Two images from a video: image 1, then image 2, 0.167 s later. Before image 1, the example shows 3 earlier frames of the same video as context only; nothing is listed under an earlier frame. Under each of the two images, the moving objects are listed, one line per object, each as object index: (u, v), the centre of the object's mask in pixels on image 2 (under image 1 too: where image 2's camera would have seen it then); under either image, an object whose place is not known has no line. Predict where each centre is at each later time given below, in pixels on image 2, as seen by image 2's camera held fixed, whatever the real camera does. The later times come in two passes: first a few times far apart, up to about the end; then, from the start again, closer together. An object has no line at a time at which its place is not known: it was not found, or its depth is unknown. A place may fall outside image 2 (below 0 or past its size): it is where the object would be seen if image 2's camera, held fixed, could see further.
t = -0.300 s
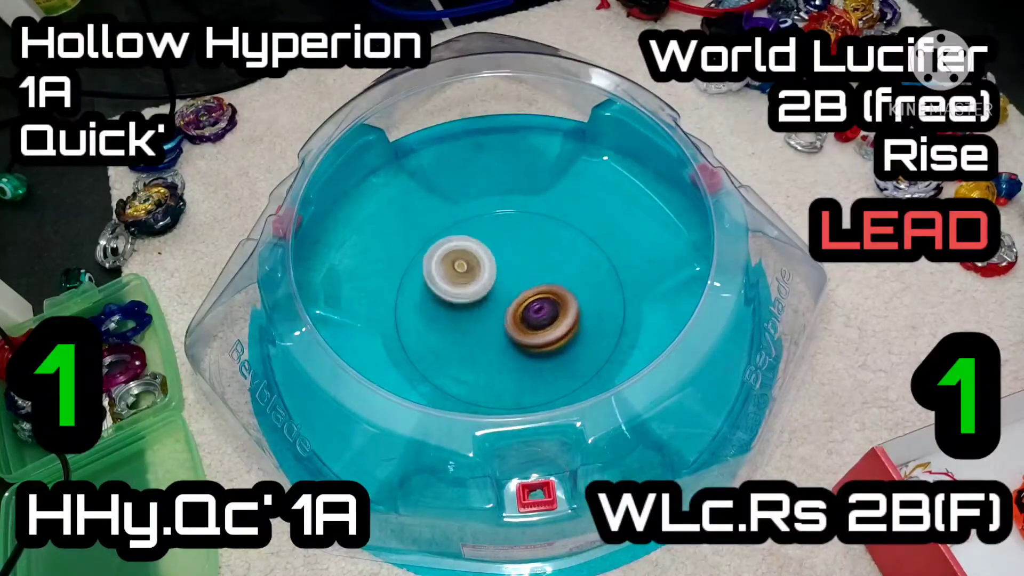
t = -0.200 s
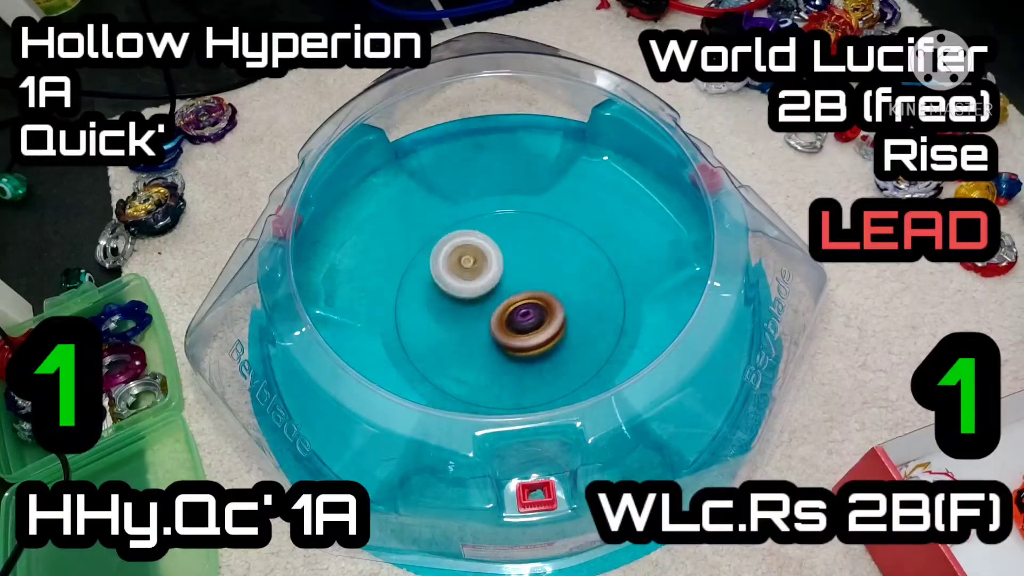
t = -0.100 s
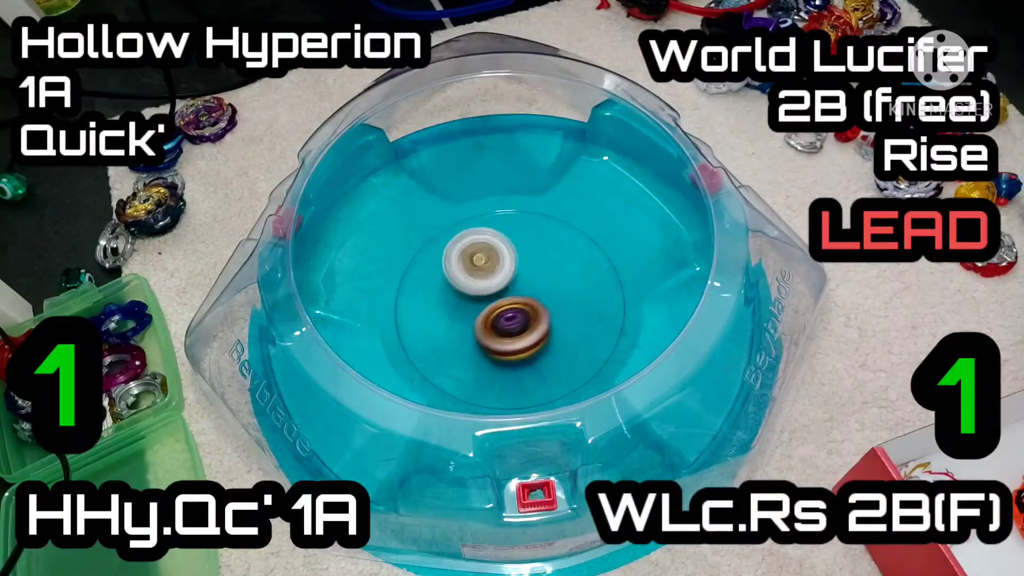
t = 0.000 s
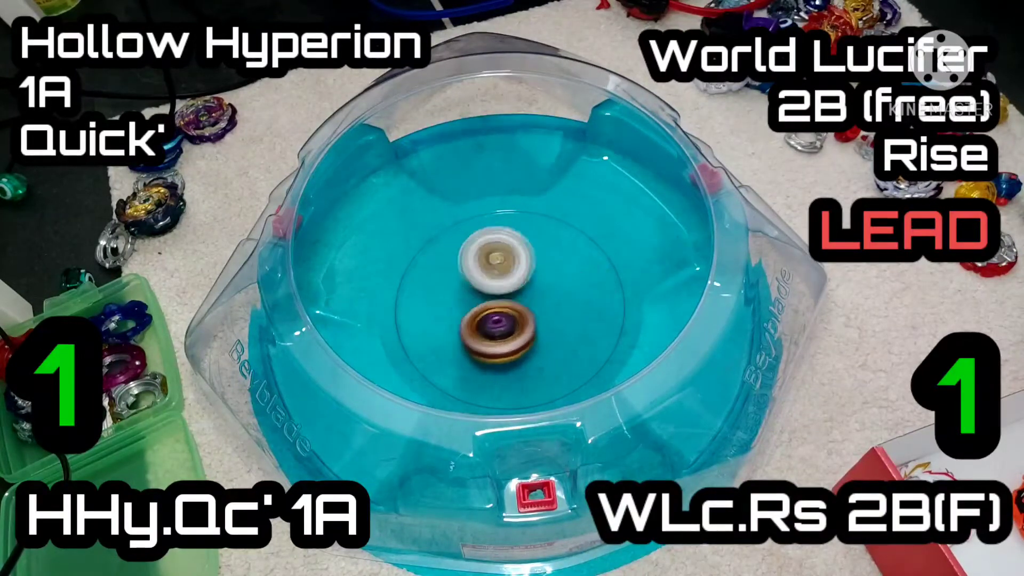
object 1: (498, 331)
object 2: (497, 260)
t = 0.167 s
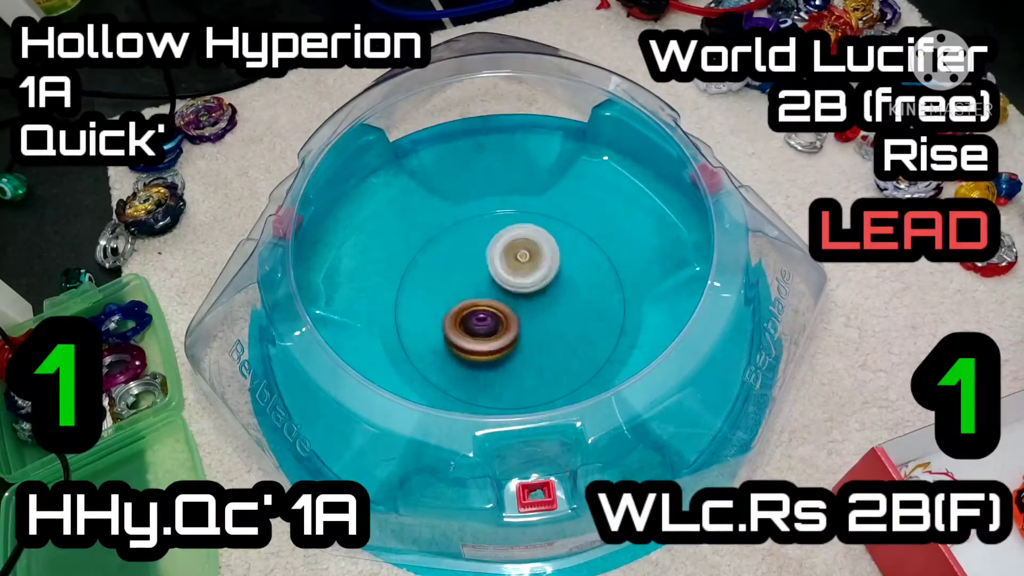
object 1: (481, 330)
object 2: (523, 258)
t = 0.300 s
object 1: (475, 318)
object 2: (539, 261)
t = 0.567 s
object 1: (475, 291)
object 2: (556, 288)
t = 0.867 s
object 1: (497, 267)
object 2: (540, 322)
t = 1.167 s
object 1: (527, 269)
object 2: (503, 342)
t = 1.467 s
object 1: (550, 291)
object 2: (474, 320)
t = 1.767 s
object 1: (545, 317)
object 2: (464, 290)
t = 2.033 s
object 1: (517, 334)
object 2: (489, 258)
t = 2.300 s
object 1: (487, 325)
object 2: (516, 251)
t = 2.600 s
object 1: (468, 300)
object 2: (547, 287)
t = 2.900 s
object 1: (483, 278)
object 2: (541, 328)
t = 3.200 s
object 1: (520, 263)
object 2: (501, 337)
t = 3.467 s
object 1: (545, 277)
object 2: (476, 310)
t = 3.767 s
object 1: (551, 315)
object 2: (477, 280)
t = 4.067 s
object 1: (509, 363)
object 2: (511, 252)
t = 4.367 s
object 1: (472, 339)
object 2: (514, 267)
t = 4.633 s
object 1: (455, 283)
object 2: (538, 302)
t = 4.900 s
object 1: (495, 251)
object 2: (538, 302)
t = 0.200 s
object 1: (479, 327)
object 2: (527, 258)
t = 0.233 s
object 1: (477, 324)
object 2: (530, 259)
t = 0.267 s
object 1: (476, 322)
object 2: (535, 260)
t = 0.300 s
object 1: (475, 318)
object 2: (539, 261)
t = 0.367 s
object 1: (473, 312)
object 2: (547, 267)
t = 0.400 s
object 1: (473, 308)
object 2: (549, 268)
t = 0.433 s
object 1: (472, 304)
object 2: (551, 272)
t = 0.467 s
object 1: (473, 301)
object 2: (553, 276)
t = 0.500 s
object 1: (473, 297)
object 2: (554, 279)
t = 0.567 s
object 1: (475, 291)
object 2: (556, 288)
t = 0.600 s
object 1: (476, 287)
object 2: (555, 291)
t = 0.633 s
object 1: (478, 284)
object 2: (555, 296)
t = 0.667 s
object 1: (480, 281)
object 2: (555, 299)
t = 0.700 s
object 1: (482, 278)
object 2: (552, 304)
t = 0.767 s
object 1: (487, 273)
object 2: (549, 311)
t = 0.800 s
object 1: (491, 271)
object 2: (546, 316)
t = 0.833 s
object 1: (494, 269)
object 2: (543, 319)
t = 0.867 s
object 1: (497, 267)
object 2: (540, 322)
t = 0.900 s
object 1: (500, 266)
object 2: (536, 324)
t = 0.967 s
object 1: (507, 265)
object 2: (527, 329)
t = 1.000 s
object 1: (511, 264)
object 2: (522, 332)
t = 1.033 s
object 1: (514, 264)
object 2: (518, 334)
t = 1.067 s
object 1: (518, 264)
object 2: (514, 338)
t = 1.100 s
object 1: (521, 265)
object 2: (511, 339)
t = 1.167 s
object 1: (527, 269)
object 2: (503, 342)
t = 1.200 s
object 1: (530, 270)
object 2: (500, 341)
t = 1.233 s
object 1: (533, 272)
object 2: (496, 341)
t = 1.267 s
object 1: (535, 274)
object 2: (494, 338)
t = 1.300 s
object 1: (538, 276)
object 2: (490, 337)
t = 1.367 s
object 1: (541, 282)
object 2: (484, 331)
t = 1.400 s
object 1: (543, 285)
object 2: (483, 328)
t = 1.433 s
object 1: (545, 288)
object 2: (480, 324)
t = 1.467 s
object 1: (550, 291)
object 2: (474, 320)
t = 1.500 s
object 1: (553, 294)
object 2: (471, 316)
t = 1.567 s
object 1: (554, 301)
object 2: (465, 311)
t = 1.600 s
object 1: (552, 304)
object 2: (462, 307)
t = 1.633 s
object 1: (551, 307)
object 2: (462, 304)
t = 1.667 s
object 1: (550, 310)
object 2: (460, 300)
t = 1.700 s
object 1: (548, 312)
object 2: (461, 297)
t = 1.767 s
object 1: (545, 317)
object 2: (464, 290)
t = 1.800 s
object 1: (542, 319)
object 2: (466, 285)
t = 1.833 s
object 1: (539, 321)
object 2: (468, 283)
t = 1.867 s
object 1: (536, 322)
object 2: (472, 279)
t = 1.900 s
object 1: (533, 324)
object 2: (475, 277)
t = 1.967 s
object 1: (526, 328)
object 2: (482, 268)
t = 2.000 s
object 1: (522, 331)
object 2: (488, 261)
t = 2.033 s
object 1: (517, 334)
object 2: (489, 258)
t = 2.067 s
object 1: (512, 334)
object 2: (492, 254)
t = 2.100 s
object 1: (508, 334)
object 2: (494, 252)
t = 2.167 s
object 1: (500, 332)
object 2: (500, 249)
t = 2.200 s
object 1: (496, 331)
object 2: (505, 247)
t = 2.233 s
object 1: (493, 329)
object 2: (508, 248)
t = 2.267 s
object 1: (490, 327)
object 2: (512, 248)
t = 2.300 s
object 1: (487, 325)
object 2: (516, 251)
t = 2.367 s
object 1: (480, 320)
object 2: (524, 256)
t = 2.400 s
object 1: (478, 317)
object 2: (526, 258)
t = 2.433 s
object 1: (476, 314)
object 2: (531, 264)
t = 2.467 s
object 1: (473, 312)
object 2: (535, 267)
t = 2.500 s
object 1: (470, 309)
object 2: (540, 272)
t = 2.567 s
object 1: (468, 303)
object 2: (546, 281)
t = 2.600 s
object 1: (468, 300)
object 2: (547, 287)
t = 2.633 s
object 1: (468, 297)
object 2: (550, 291)
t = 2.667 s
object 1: (469, 294)
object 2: (551, 298)
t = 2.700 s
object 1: (470, 292)
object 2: (553, 301)
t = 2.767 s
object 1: (473, 287)
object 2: (551, 311)
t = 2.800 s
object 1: (475, 285)
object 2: (550, 316)
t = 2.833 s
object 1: (477, 283)
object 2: (547, 321)
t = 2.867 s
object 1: (480, 280)
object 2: (546, 324)
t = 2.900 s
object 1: (483, 278)
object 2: (541, 328)
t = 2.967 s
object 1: (490, 274)
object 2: (534, 332)
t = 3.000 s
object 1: (494, 272)
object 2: (529, 332)
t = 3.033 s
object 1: (498, 271)
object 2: (525, 333)
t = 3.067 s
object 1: (503, 269)
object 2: (518, 333)
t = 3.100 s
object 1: (507, 266)
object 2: (512, 336)
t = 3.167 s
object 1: (516, 263)
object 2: (503, 336)
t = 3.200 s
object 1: (520, 263)
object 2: (501, 337)
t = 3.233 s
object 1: (523, 264)
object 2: (495, 336)
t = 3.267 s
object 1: (526, 265)
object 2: (494, 334)
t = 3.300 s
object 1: (529, 267)
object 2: (490, 331)
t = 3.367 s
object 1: (535, 271)
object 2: (486, 325)
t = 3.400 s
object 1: (538, 273)
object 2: (483, 319)
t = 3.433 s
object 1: (542, 275)
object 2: (480, 315)
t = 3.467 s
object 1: (545, 277)
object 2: (476, 310)
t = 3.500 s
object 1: (549, 280)
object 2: (474, 306)
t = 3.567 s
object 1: (550, 288)
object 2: (472, 301)
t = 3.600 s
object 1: (551, 293)
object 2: (473, 296)
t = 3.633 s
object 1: (552, 298)
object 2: (474, 293)
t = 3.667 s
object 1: (553, 302)
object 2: (473, 289)
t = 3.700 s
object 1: (553, 307)
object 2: (475, 285)
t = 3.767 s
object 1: (551, 315)
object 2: (477, 280)
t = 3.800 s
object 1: (549, 319)
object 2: (482, 277)
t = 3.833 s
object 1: (546, 322)
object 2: (484, 275)
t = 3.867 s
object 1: (543, 324)
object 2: (488, 273)
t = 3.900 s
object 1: (539, 327)
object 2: (494, 273)
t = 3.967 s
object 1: (530, 339)
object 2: (501, 262)
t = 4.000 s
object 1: (524, 348)
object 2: (507, 255)
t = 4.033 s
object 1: (516, 358)
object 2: (510, 253)
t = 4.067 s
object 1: (509, 363)
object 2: (511, 252)
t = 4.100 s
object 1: (502, 367)
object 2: (512, 252)
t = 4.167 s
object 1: (491, 368)
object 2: (509, 254)
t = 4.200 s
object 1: (486, 365)
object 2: (509, 253)
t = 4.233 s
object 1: (483, 363)
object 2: (510, 254)
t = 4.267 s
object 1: (480, 358)
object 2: (509, 256)
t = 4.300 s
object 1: (477, 353)
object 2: (513, 256)
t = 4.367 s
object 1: (472, 339)
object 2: (514, 267)
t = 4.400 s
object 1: (470, 330)
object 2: (512, 272)
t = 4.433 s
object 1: (467, 322)
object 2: (515, 275)
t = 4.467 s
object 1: (460, 316)
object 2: (521, 281)
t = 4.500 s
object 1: (457, 310)
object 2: (525, 287)
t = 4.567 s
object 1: (453, 296)
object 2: (534, 300)
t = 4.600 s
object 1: (453, 289)
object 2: (537, 302)
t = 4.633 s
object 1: (455, 283)
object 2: (538, 302)
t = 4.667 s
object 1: (457, 278)
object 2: (539, 302)
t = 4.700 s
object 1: (462, 273)
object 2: (540, 303)
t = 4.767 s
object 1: (471, 263)
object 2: (542, 303)
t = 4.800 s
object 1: (477, 262)
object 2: (541, 303)
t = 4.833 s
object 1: (484, 259)
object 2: (541, 302)
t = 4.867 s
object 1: (491, 256)
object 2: (539, 301)
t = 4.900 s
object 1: (495, 251)
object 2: (538, 302)
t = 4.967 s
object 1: (505, 243)
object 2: (537, 300)
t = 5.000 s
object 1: (510, 240)
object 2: (537, 300)
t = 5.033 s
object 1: (515, 238)
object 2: (537, 300)
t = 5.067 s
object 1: (521, 238)
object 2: (538, 301)
